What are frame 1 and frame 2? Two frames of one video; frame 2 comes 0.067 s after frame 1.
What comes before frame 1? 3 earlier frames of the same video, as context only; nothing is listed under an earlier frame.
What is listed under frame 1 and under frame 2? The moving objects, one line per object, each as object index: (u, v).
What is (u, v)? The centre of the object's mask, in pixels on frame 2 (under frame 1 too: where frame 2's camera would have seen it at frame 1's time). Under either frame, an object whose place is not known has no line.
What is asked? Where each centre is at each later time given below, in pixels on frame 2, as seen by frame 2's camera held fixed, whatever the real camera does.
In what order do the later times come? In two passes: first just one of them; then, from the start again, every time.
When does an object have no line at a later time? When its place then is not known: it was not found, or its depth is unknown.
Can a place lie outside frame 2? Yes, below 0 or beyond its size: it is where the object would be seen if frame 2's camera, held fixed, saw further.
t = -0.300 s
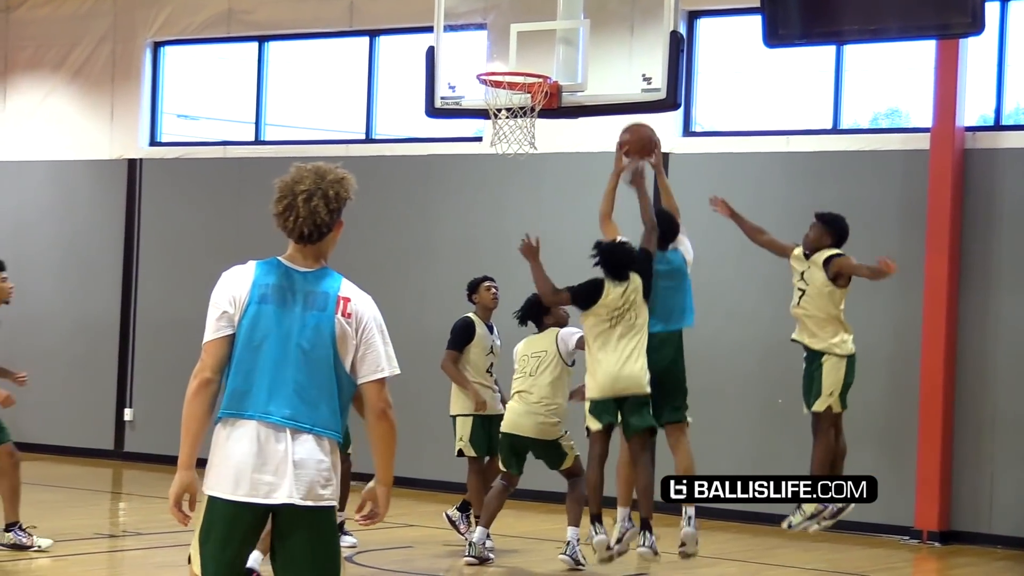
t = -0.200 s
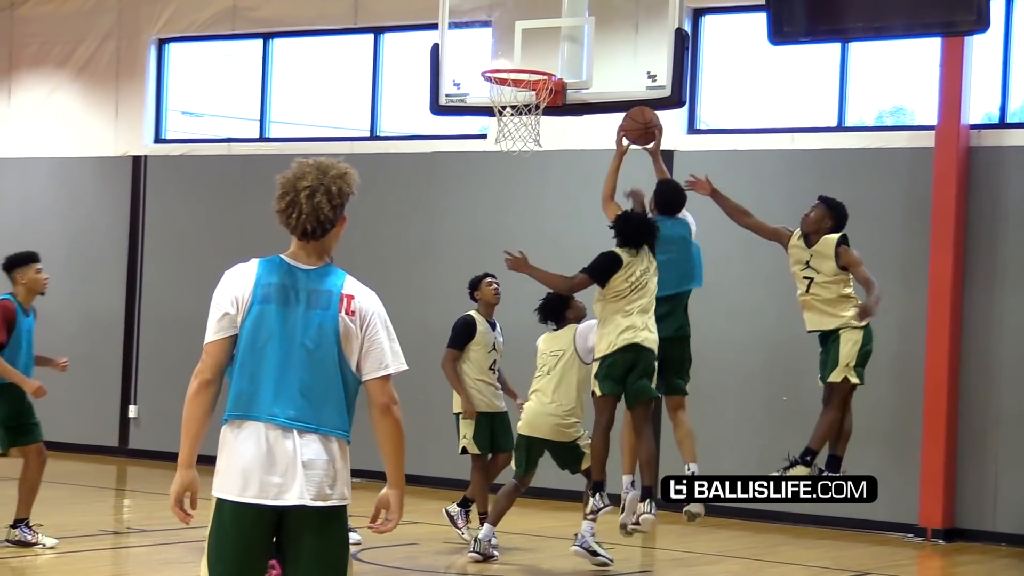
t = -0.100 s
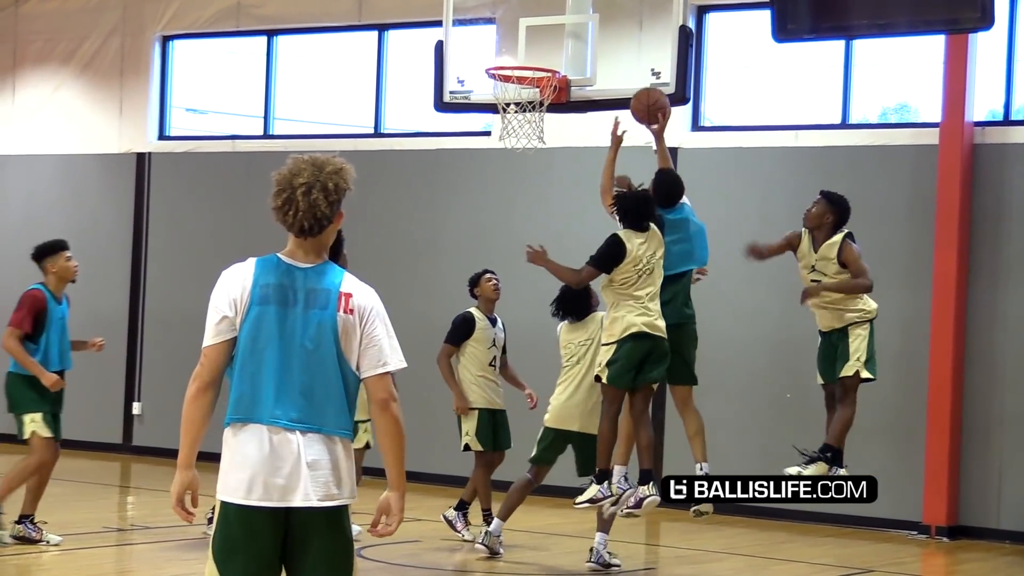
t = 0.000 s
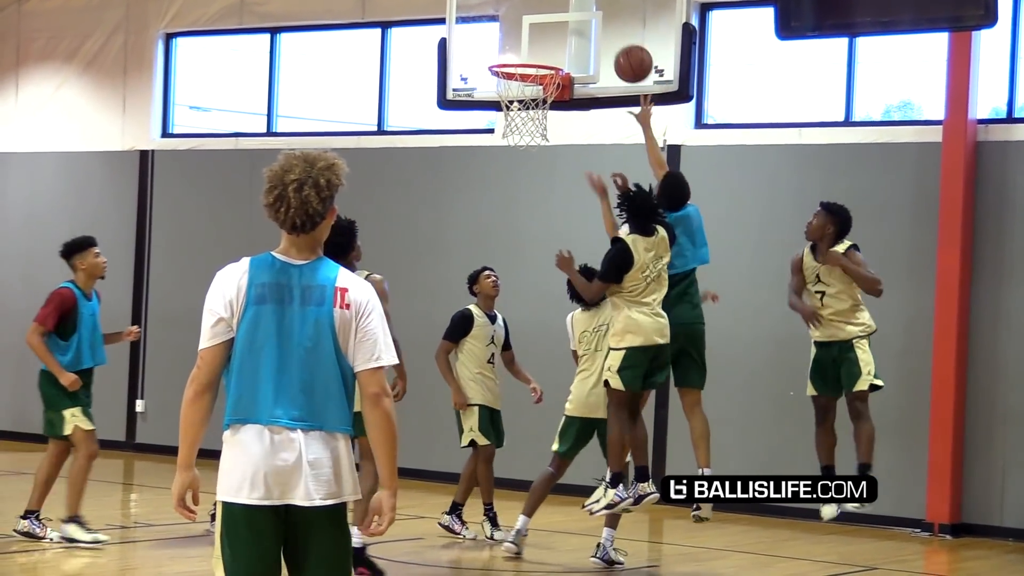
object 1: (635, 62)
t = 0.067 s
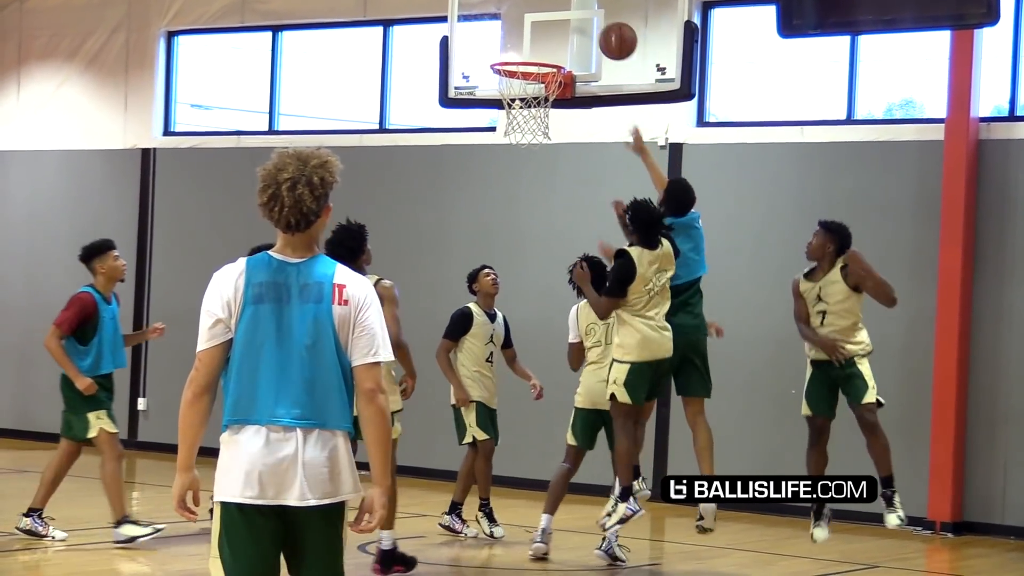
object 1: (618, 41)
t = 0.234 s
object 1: (574, 23)
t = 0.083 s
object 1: (614, 37)
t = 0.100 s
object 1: (609, 33)
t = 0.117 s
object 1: (605, 30)
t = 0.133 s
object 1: (600, 27)
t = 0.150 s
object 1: (596, 25)
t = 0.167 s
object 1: (592, 23)
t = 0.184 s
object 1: (588, 22)
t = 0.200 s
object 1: (584, 22)
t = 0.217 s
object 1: (579, 22)
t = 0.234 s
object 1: (574, 23)
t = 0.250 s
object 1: (570, 24)
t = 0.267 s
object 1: (565, 25)
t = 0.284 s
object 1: (561, 26)
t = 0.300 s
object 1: (556, 28)
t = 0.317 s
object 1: (551, 30)
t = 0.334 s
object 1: (547, 33)
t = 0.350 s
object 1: (542, 36)
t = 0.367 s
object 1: (537, 40)
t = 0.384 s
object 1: (532, 44)
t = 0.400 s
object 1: (528, 47)
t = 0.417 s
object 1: (523, 50)
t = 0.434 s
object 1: (518, 59)
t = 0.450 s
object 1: (513, 67)
